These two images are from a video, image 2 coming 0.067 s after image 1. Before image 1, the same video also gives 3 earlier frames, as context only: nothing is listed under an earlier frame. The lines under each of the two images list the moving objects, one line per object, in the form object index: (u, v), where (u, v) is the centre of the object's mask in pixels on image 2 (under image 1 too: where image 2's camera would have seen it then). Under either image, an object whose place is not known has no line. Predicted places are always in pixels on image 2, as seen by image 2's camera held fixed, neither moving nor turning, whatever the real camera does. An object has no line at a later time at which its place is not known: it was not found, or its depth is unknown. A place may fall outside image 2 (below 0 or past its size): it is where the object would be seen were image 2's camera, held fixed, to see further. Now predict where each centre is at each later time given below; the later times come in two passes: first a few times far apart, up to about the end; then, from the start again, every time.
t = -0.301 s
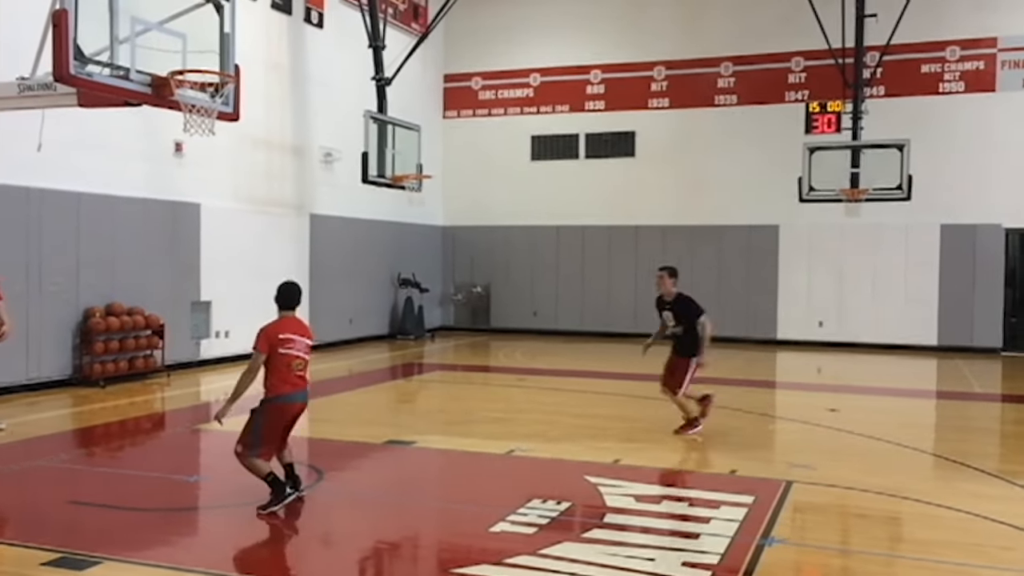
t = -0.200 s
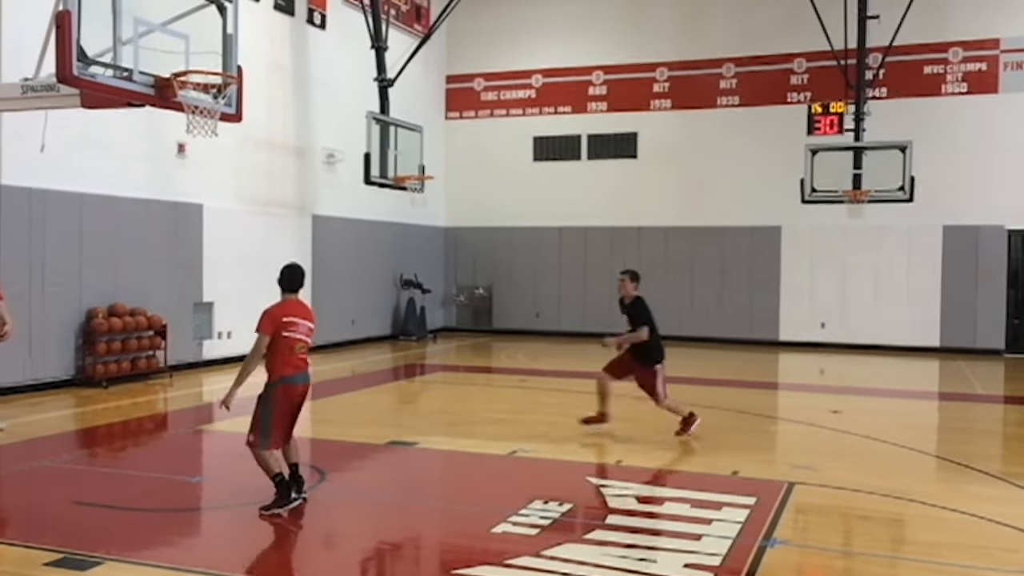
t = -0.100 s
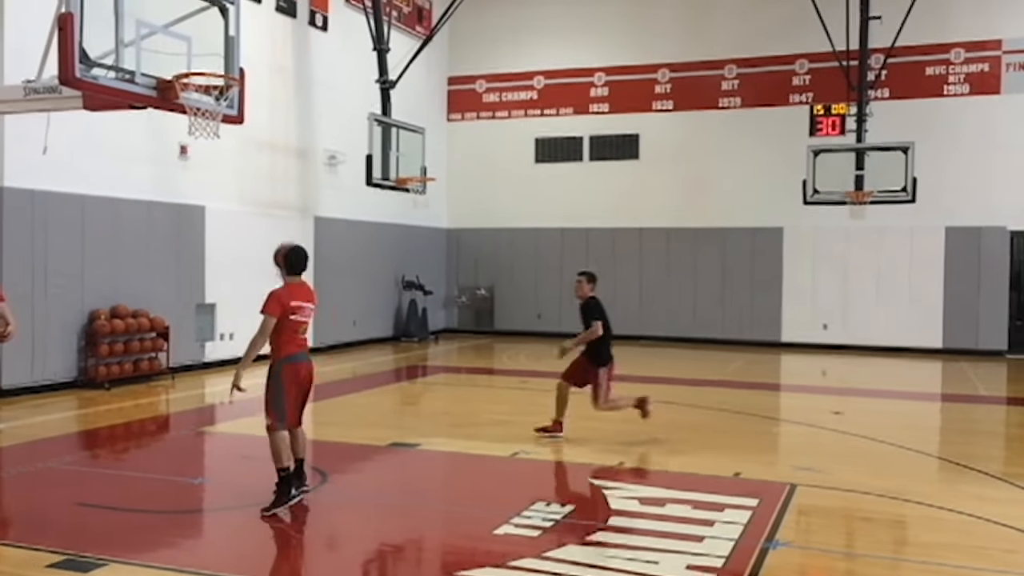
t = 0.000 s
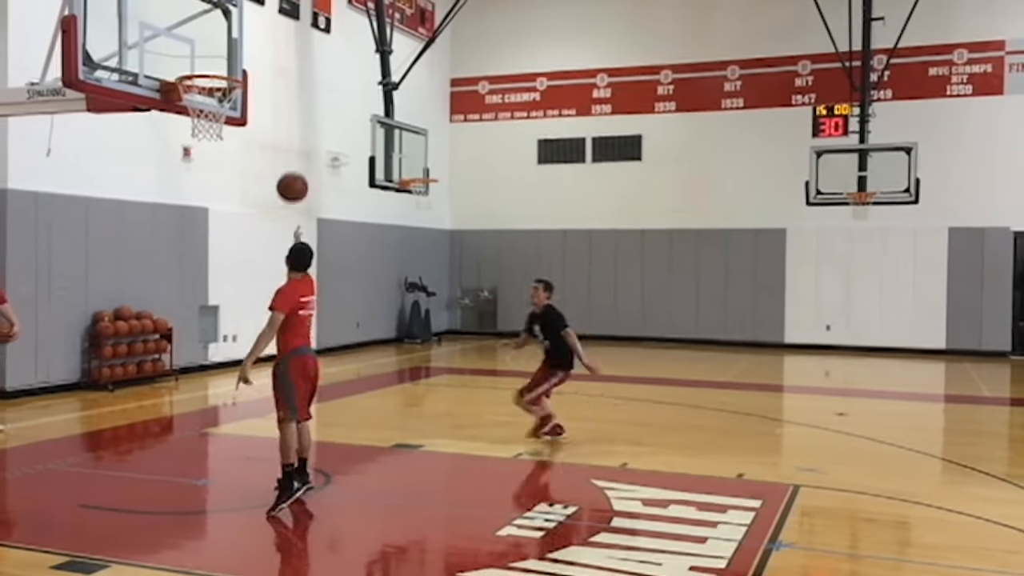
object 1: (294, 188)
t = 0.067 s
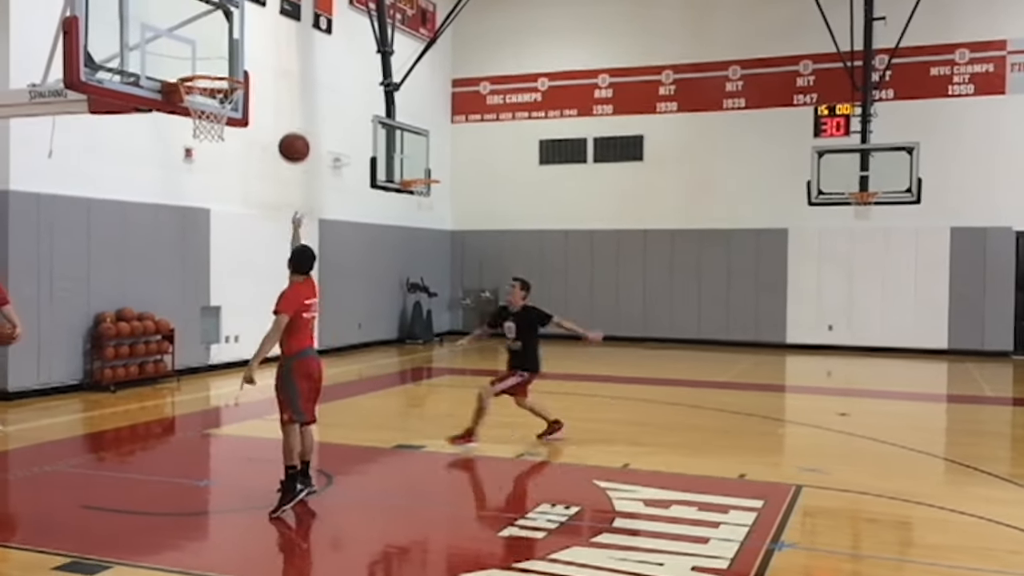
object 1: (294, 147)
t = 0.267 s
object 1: (294, 60)
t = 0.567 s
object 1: (294, 25)
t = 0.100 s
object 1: (294, 129)
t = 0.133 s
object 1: (294, 112)
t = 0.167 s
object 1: (294, 97)
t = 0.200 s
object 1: (294, 83)
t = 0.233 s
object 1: (294, 71)
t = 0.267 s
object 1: (294, 60)
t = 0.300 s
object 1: (294, 50)
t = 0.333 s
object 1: (294, 42)
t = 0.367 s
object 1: (294, 36)
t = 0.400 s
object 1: (294, 30)
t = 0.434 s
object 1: (294, 27)
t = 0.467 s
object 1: (294, 24)
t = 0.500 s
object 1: (294, 23)
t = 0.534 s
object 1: (294, 24)
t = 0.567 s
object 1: (294, 25)
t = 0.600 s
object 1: (294, 28)
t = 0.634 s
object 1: (294, 32)
